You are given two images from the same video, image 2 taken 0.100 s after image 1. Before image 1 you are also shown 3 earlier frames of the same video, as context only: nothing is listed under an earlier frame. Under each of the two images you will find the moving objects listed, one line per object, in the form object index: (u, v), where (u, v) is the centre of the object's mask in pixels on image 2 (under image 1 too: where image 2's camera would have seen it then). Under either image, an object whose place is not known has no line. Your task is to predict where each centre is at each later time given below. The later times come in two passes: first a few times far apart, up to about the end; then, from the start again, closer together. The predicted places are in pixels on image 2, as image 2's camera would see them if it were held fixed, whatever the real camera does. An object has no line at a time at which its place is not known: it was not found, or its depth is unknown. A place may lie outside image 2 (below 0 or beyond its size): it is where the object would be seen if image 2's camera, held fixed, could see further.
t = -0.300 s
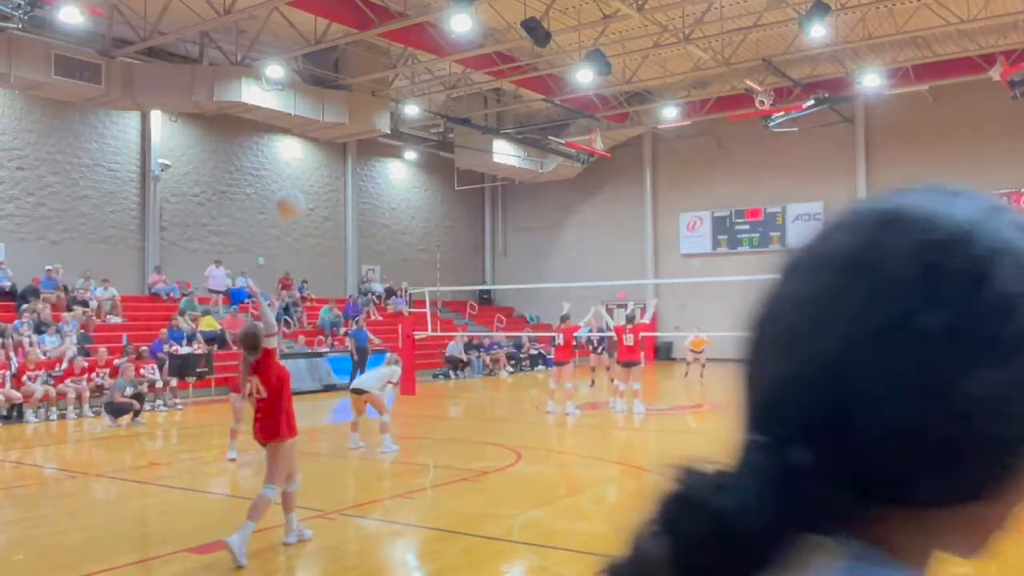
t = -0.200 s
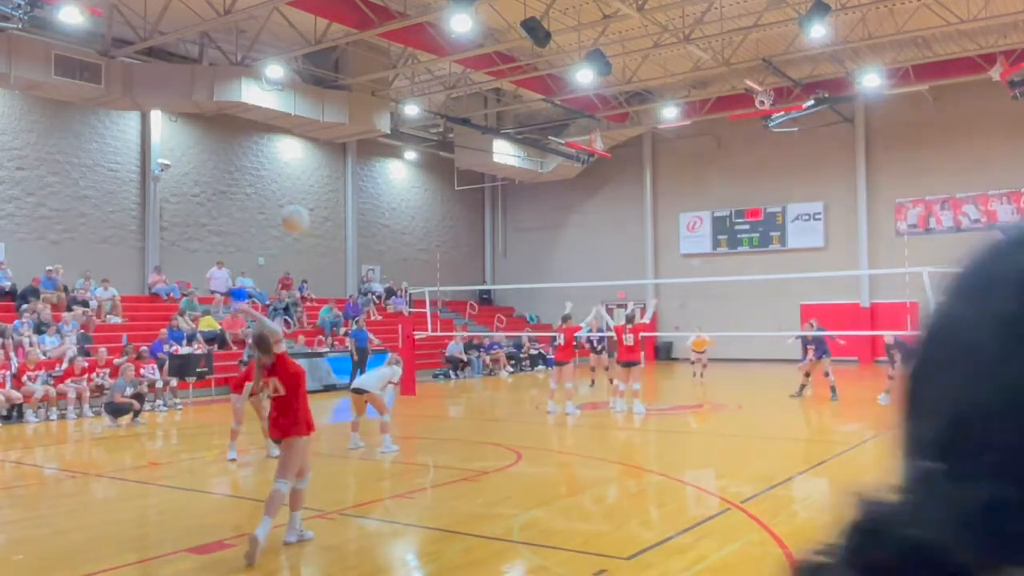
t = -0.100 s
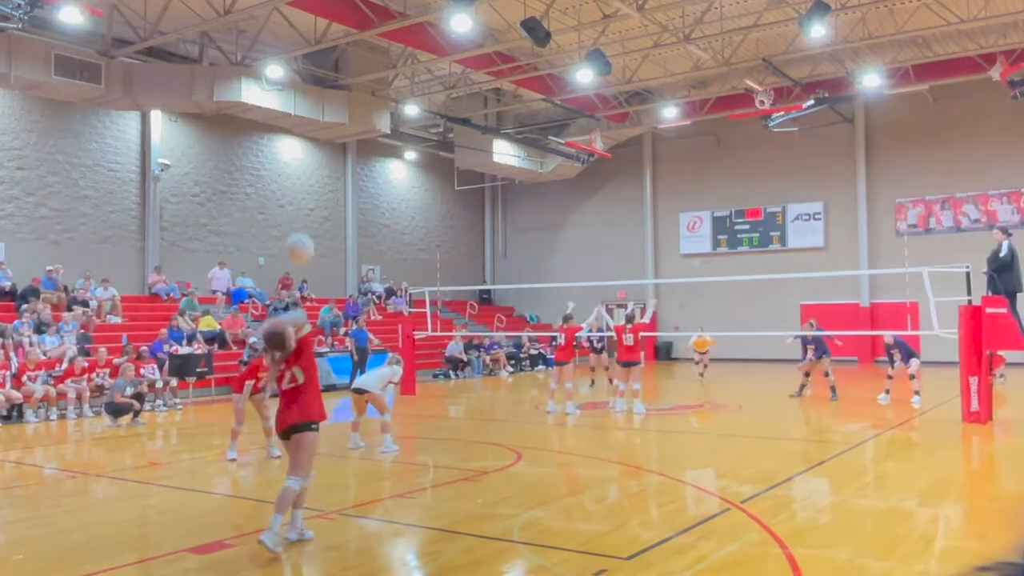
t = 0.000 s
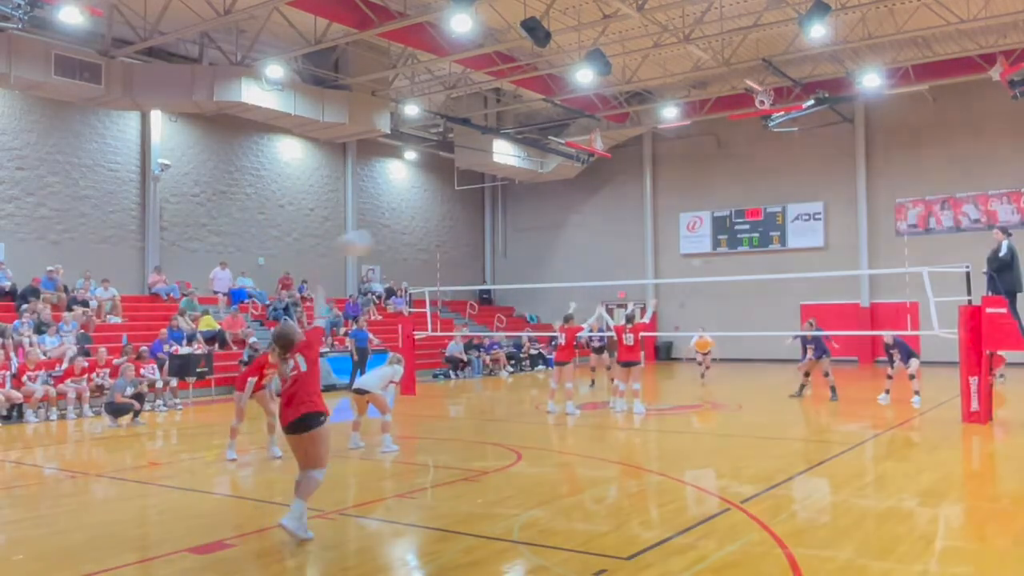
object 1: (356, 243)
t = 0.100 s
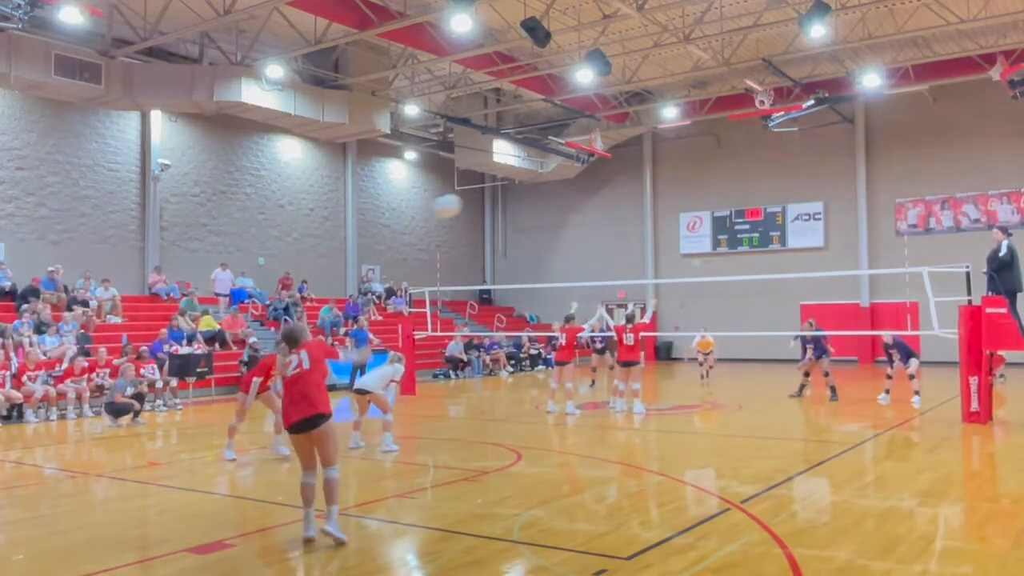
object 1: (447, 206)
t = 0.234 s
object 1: (532, 181)
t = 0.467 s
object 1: (630, 176)
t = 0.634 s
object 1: (679, 192)
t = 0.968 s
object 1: (743, 254)
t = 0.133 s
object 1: (470, 198)
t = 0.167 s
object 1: (493, 191)
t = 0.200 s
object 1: (513, 186)
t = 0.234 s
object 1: (532, 181)
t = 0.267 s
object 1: (550, 178)
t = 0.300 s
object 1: (565, 175)
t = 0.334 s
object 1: (581, 174)
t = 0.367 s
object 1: (594, 174)
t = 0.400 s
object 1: (607, 174)
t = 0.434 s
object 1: (619, 175)
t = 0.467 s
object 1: (630, 176)
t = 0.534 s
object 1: (651, 180)
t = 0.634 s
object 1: (679, 192)
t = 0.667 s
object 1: (687, 197)
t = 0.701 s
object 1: (694, 203)
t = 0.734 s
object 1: (701, 207)
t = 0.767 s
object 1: (709, 214)
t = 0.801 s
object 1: (715, 221)
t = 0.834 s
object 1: (721, 227)
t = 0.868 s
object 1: (727, 234)
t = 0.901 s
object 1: (733, 241)
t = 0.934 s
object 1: (738, 248)
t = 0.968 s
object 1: (743, 254)
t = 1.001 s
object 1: (747, 262)
